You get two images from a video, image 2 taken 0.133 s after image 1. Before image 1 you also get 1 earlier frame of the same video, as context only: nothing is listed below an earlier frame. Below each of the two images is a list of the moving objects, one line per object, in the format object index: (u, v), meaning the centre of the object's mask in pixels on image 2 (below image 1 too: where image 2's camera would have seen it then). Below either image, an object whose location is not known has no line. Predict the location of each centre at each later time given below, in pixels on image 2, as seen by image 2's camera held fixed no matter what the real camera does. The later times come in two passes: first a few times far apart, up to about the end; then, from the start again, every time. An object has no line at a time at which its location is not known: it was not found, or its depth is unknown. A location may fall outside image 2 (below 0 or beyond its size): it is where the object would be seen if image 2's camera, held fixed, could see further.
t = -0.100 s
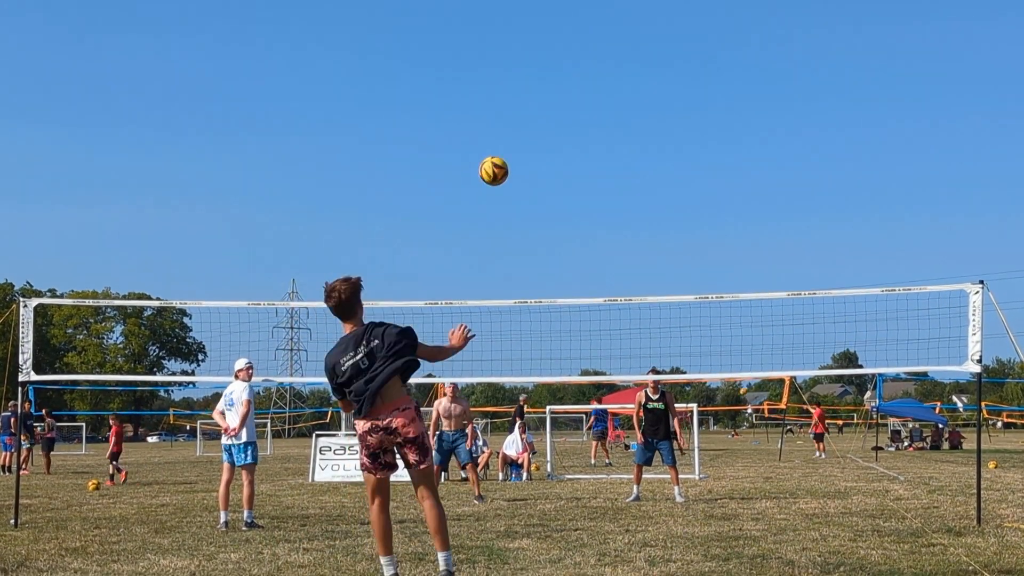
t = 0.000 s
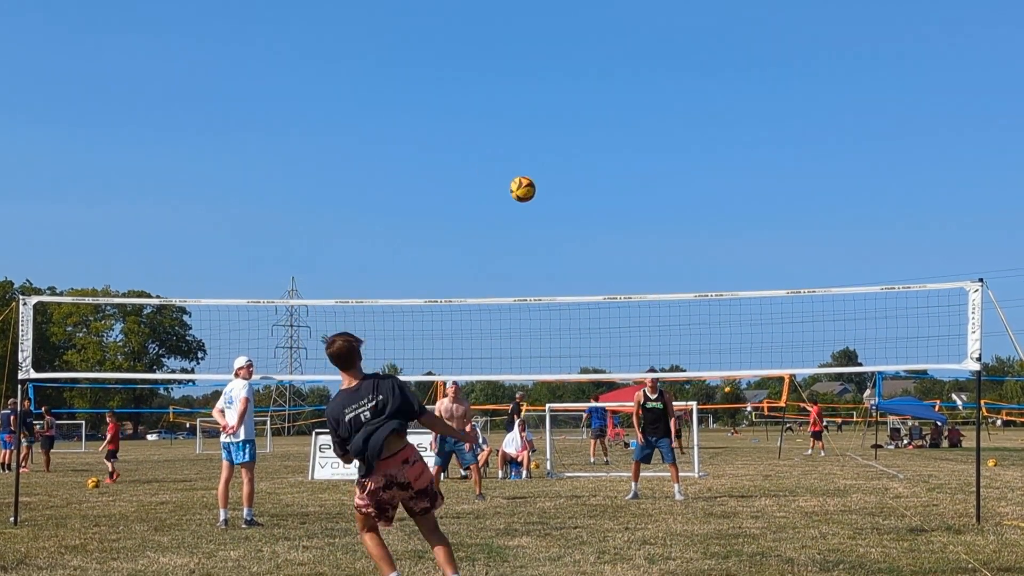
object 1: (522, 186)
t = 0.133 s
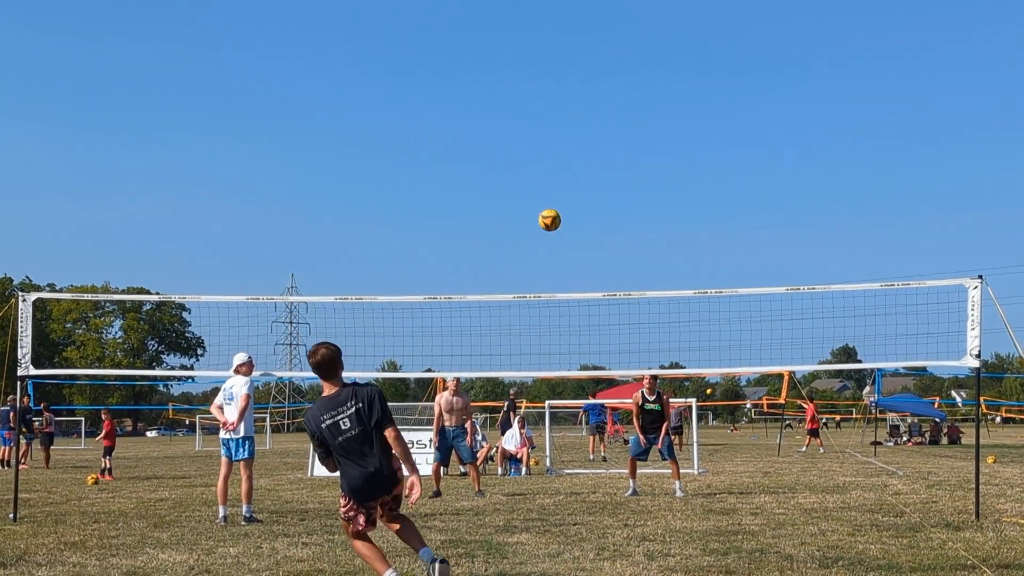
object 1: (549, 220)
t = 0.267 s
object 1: (568, 264)
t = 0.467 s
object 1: (584, 341)
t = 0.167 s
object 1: (555, 230)
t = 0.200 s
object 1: (560, 241)
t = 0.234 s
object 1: (564, 252)
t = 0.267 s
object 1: (568, 264)
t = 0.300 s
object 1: (572, 276)
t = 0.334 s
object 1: (575, 286)
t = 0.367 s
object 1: (578, 304)
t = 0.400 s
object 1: (580, 315)
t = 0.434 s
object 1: (582, 328)
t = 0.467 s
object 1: (584, 341)
